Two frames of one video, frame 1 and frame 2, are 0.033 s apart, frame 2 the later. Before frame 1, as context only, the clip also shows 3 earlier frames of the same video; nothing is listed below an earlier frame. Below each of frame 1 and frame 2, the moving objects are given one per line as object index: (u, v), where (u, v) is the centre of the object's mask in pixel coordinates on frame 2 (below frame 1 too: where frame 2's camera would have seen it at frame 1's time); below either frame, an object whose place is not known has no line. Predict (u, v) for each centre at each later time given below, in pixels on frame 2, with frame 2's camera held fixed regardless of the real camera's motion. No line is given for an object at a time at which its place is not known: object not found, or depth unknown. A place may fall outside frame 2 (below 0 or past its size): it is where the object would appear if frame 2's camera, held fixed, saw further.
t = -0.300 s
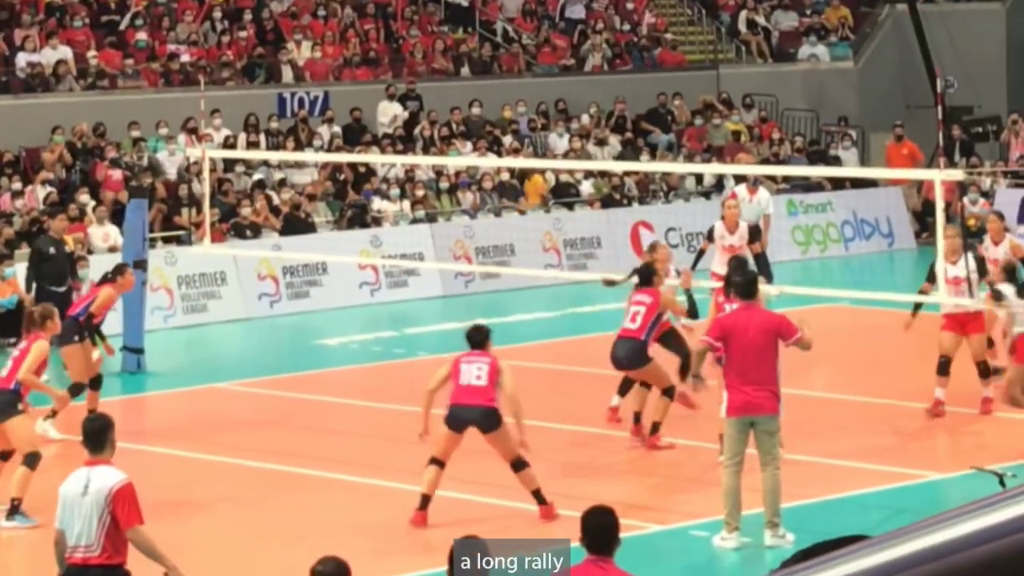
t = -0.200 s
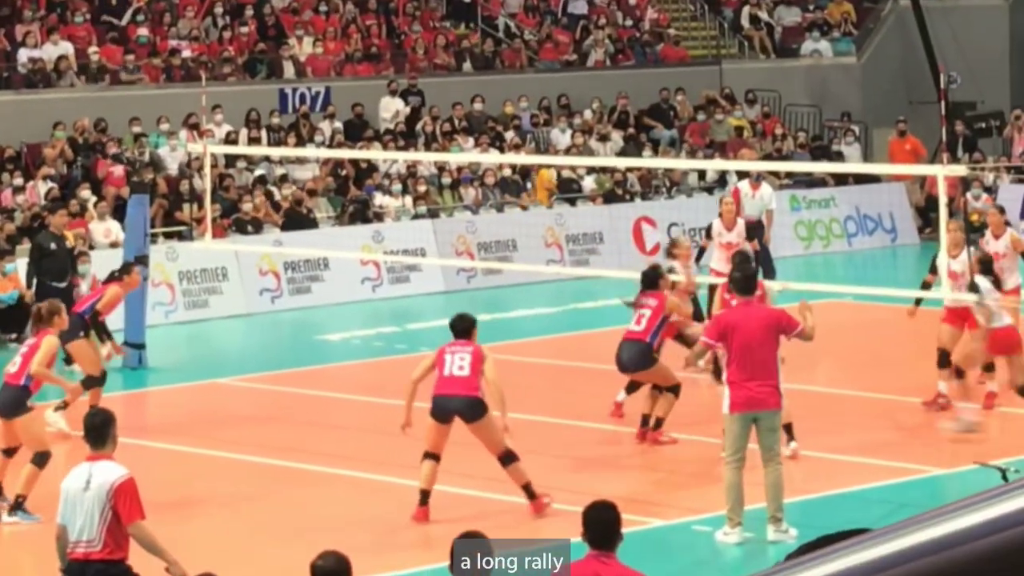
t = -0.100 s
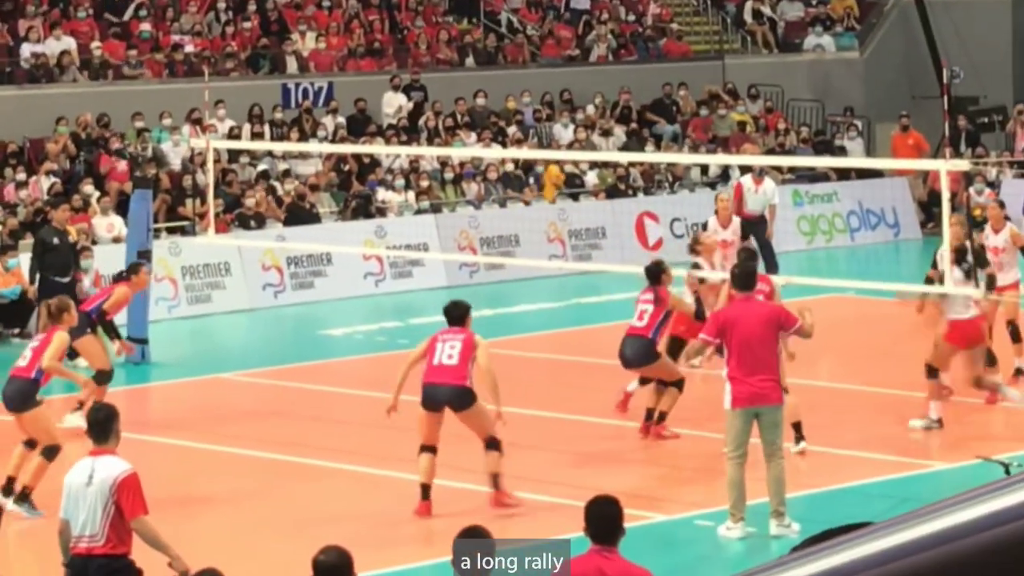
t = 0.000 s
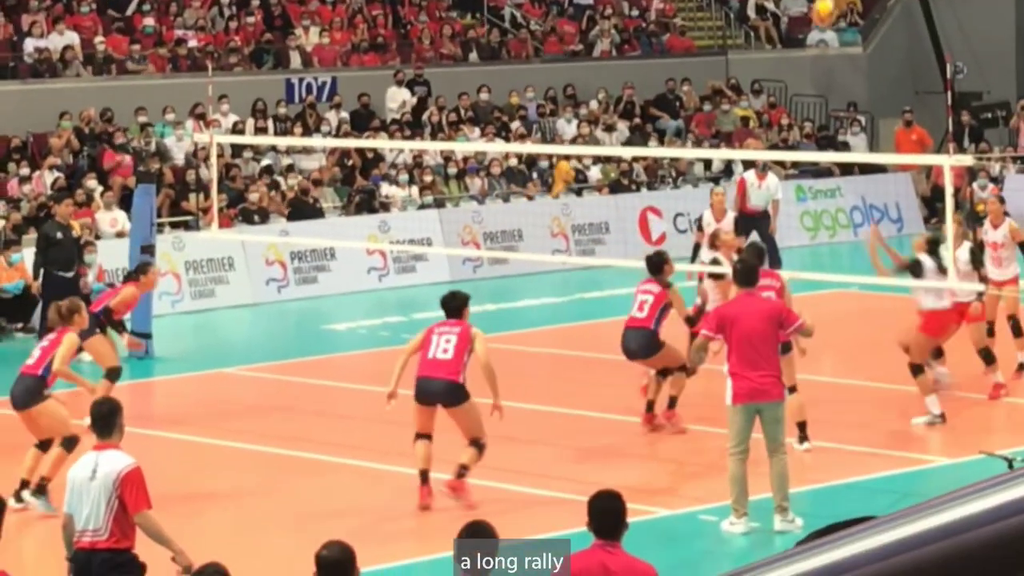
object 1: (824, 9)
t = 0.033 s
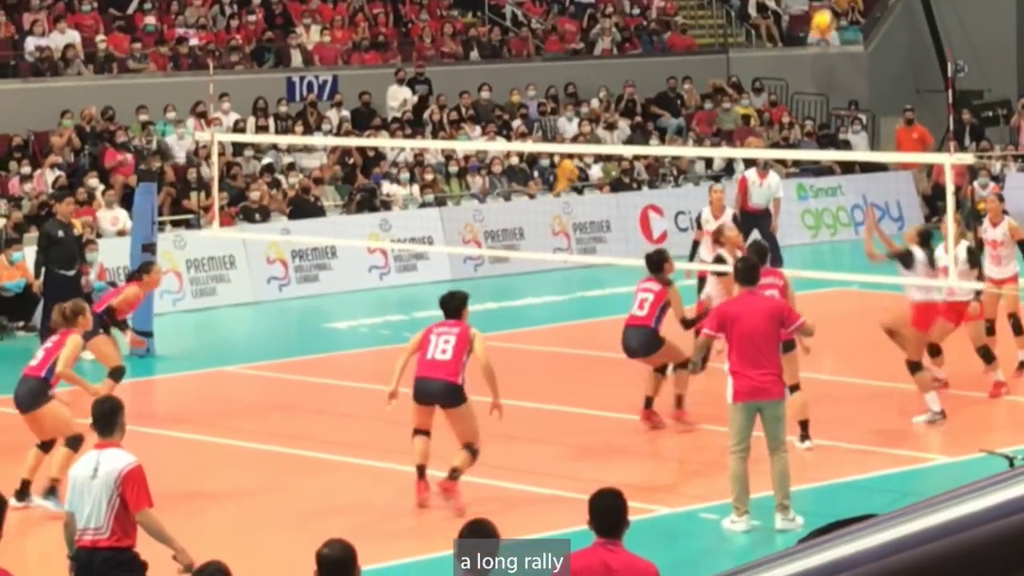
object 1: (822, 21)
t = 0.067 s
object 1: (819, 41)
